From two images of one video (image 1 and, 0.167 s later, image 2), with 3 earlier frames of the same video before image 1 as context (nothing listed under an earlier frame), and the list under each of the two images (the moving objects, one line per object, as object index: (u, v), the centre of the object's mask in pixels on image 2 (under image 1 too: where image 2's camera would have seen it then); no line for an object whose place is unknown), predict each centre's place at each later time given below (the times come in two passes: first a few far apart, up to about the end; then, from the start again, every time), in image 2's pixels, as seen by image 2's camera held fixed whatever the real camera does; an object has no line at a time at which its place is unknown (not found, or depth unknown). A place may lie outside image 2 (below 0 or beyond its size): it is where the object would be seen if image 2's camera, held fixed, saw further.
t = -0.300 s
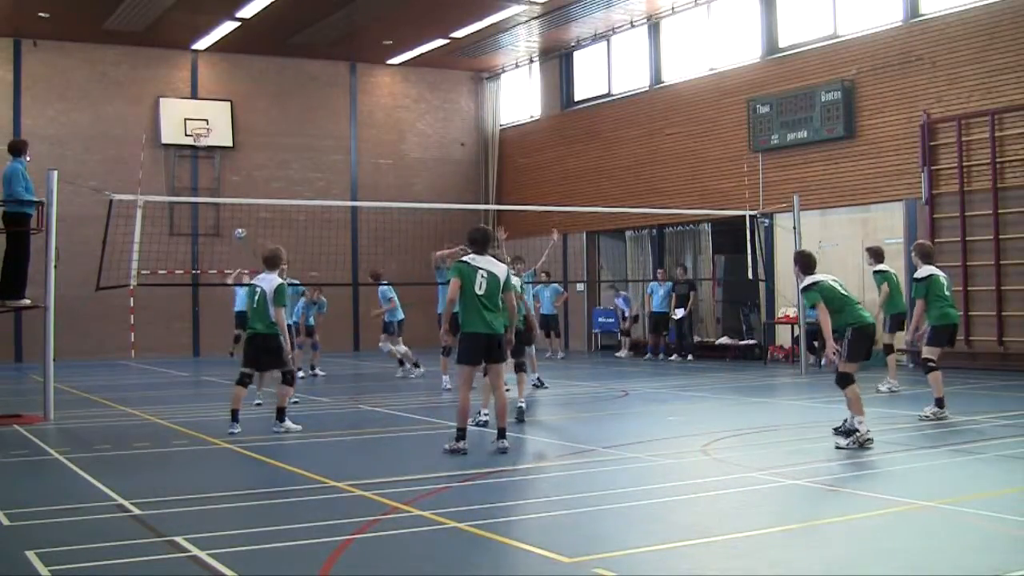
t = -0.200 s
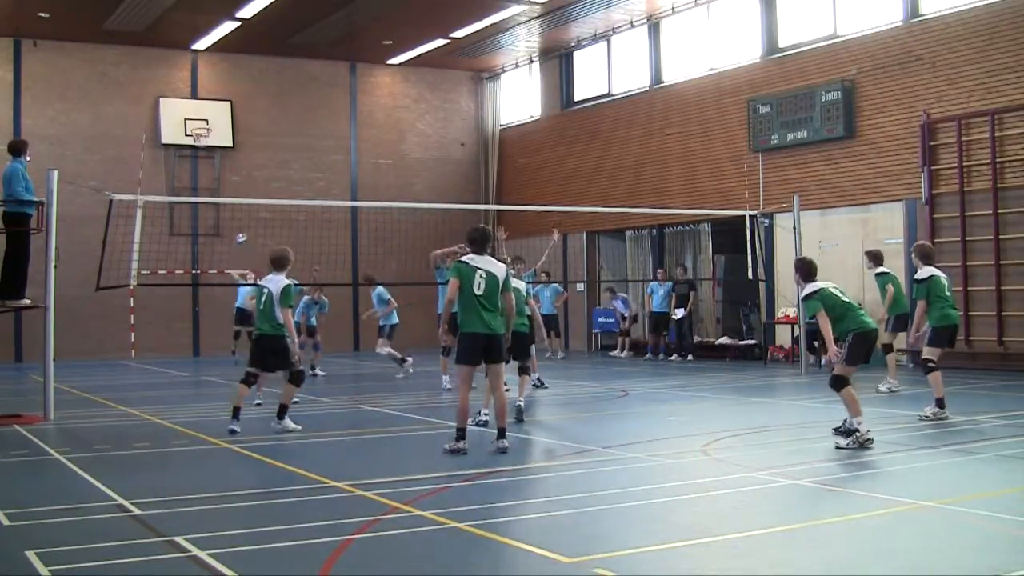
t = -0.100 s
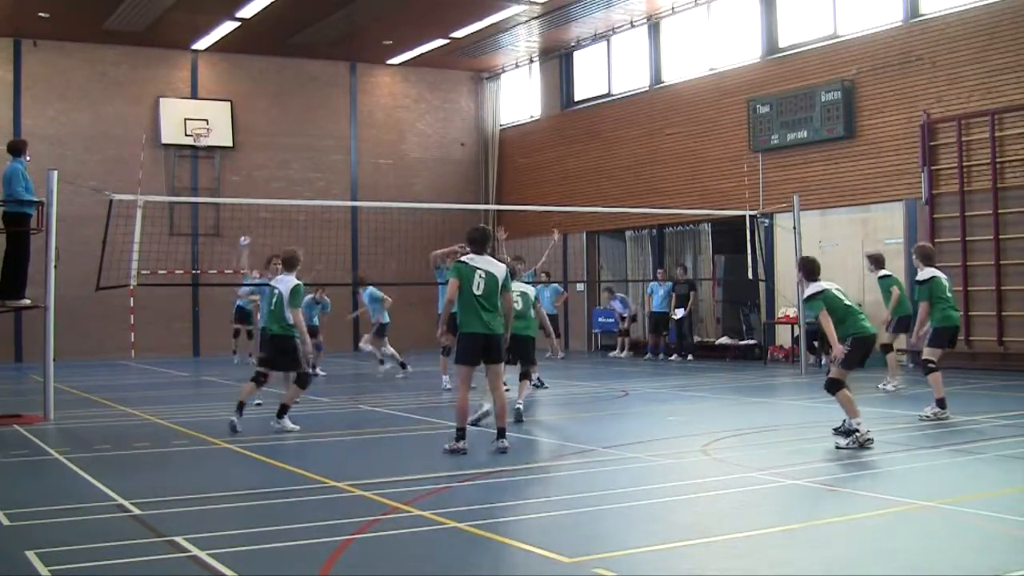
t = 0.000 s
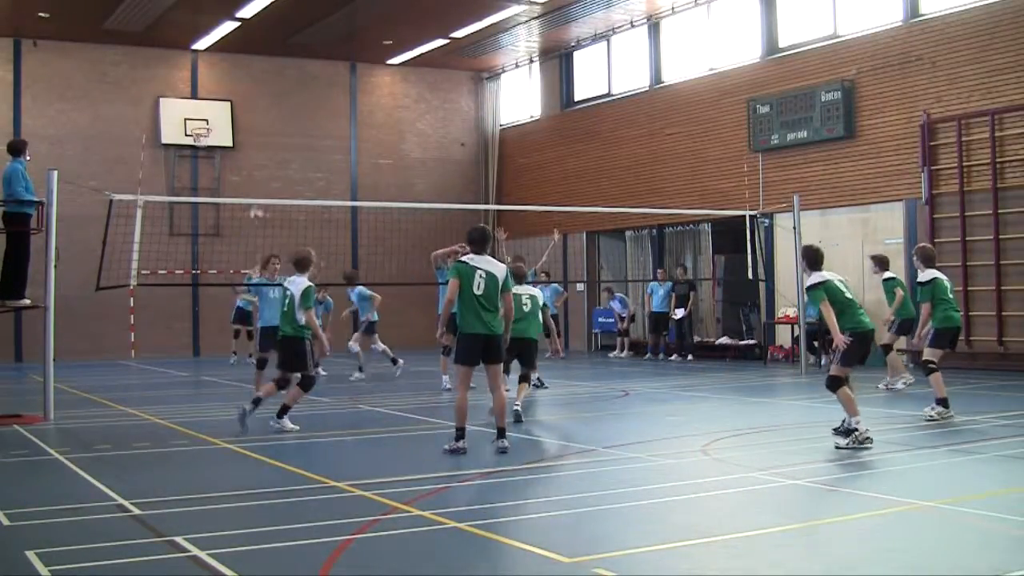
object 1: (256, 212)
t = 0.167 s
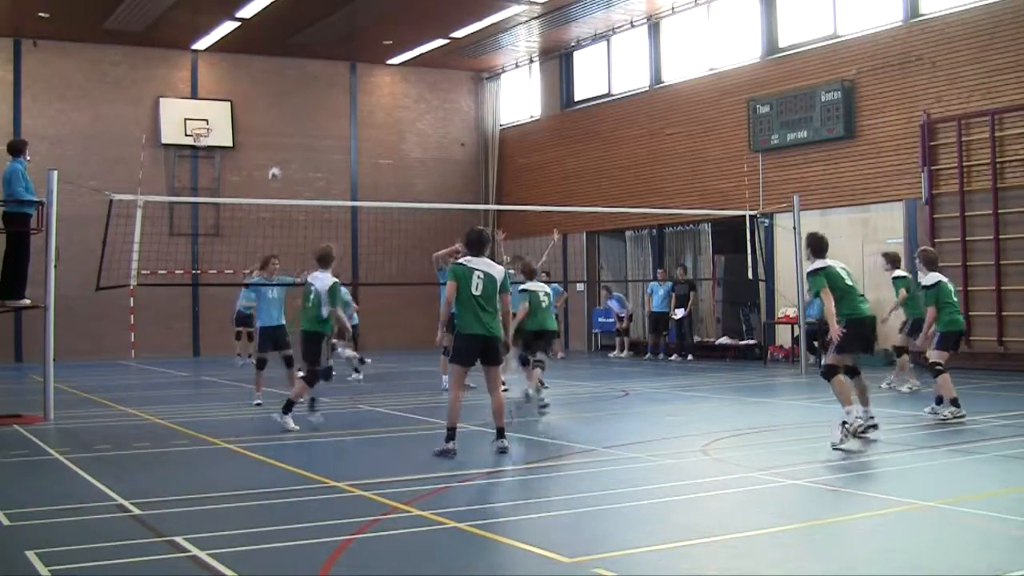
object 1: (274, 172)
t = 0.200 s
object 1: (276, 166)
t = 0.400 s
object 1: (303, 133)
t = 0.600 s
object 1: (335, 120)
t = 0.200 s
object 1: (276, 166)
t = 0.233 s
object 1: (281, 160)
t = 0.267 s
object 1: (286, 153)
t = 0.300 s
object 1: (290, 146)
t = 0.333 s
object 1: (295, 142)
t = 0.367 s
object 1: (299, 137)
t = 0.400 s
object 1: (303, 133)
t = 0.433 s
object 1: (309, 129)
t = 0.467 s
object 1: (314, 125)
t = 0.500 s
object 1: (319, 123)
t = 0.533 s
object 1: (324, 122)
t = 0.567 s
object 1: (330, 121)
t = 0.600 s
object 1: (335, 120)
